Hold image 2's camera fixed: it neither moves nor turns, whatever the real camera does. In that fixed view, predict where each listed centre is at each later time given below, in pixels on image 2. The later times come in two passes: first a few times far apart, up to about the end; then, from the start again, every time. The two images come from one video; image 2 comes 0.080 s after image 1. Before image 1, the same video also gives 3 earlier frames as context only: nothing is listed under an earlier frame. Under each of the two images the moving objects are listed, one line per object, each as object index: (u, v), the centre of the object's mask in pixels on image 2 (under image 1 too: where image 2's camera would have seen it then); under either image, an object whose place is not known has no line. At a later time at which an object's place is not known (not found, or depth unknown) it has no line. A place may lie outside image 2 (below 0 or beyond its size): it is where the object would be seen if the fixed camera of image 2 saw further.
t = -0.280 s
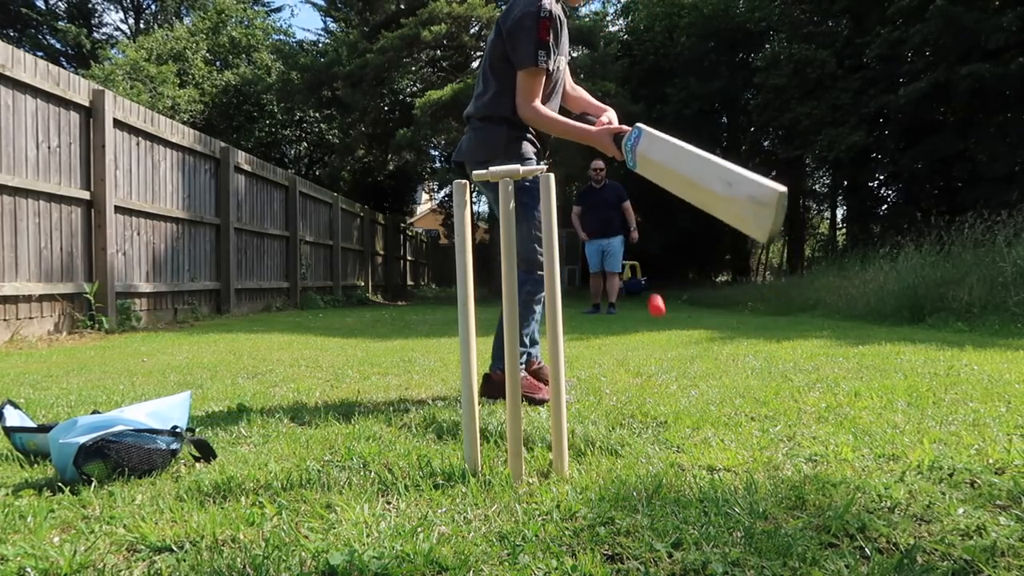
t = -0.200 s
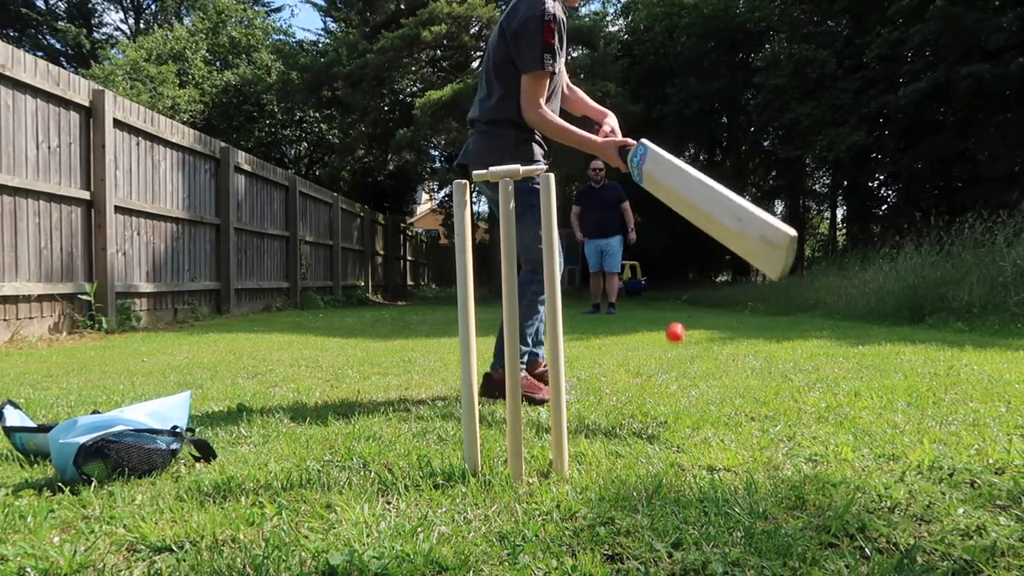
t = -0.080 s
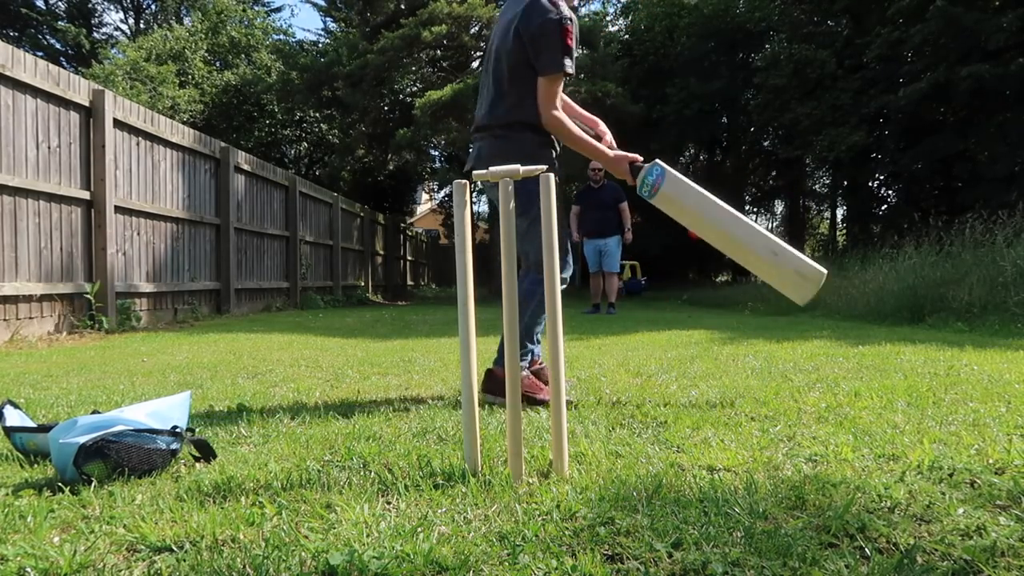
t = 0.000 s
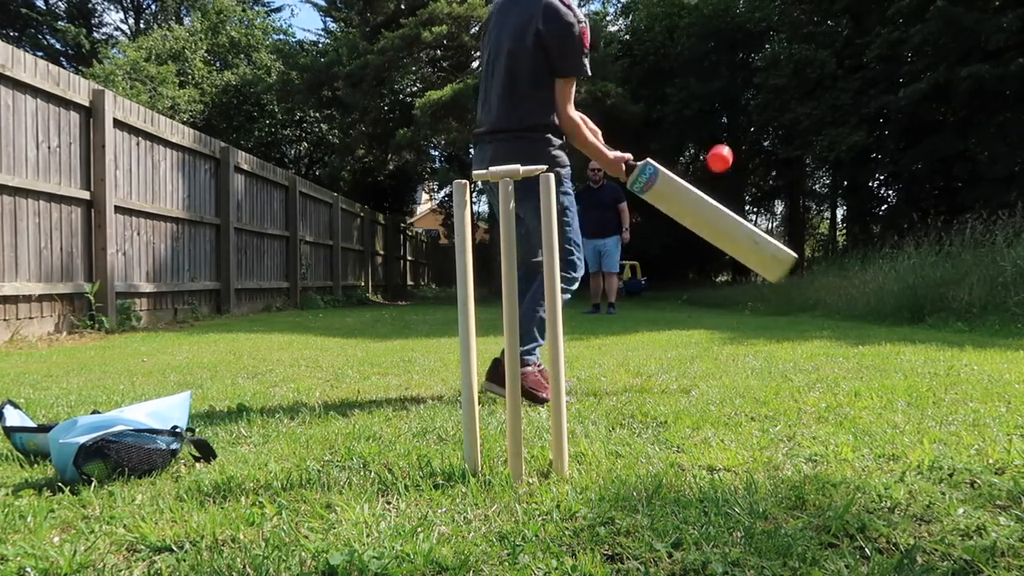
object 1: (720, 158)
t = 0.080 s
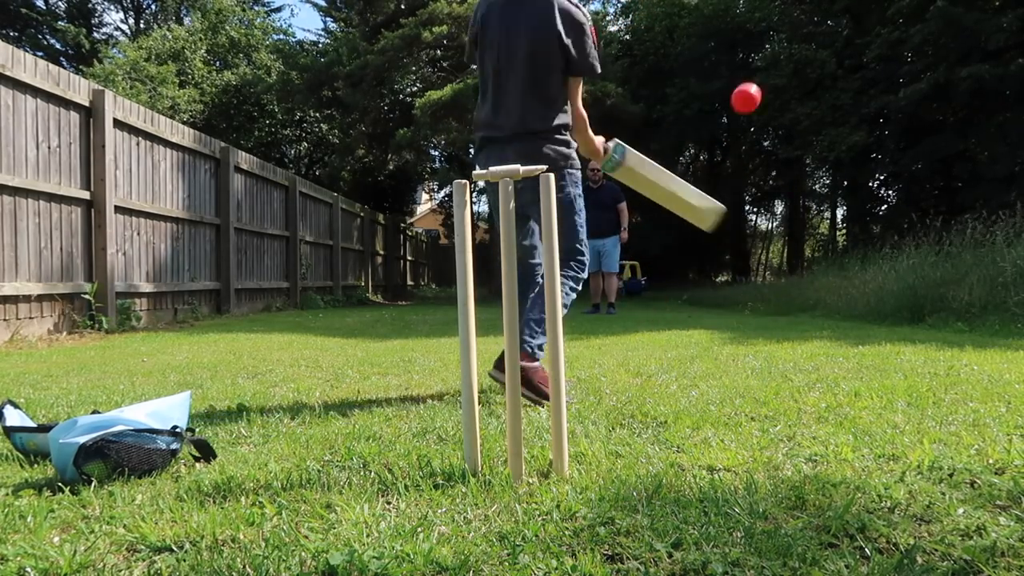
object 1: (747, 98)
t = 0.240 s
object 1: (829, 16)
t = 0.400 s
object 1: (1005, 67)
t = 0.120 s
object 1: (763, 71)
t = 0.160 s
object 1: (781, 47)
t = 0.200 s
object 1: (803, 28)
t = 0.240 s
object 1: (829, 16)
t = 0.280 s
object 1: (860, 13)
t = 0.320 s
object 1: (901, 16)
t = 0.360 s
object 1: (952, 28)
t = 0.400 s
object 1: (1005, 67)
